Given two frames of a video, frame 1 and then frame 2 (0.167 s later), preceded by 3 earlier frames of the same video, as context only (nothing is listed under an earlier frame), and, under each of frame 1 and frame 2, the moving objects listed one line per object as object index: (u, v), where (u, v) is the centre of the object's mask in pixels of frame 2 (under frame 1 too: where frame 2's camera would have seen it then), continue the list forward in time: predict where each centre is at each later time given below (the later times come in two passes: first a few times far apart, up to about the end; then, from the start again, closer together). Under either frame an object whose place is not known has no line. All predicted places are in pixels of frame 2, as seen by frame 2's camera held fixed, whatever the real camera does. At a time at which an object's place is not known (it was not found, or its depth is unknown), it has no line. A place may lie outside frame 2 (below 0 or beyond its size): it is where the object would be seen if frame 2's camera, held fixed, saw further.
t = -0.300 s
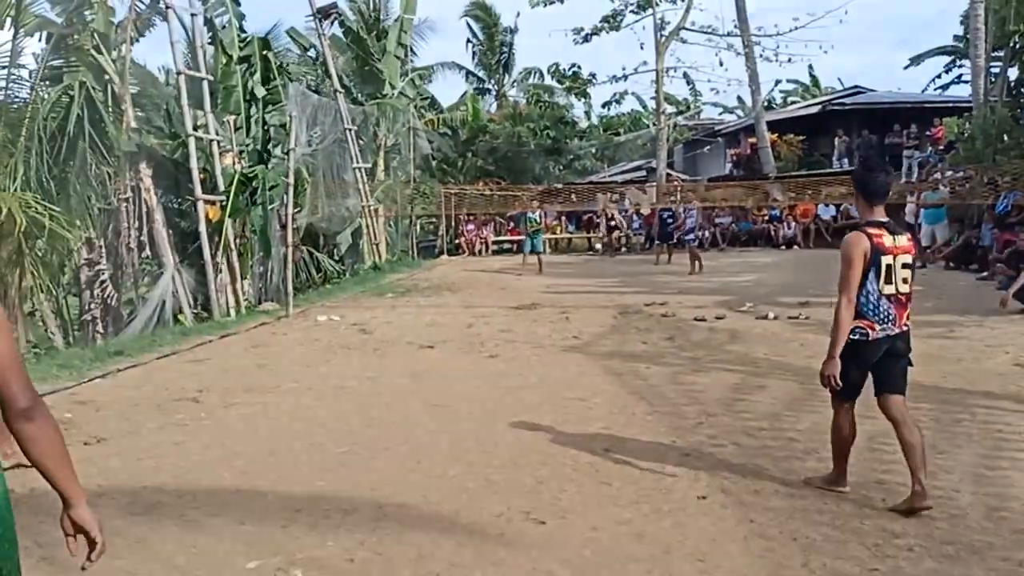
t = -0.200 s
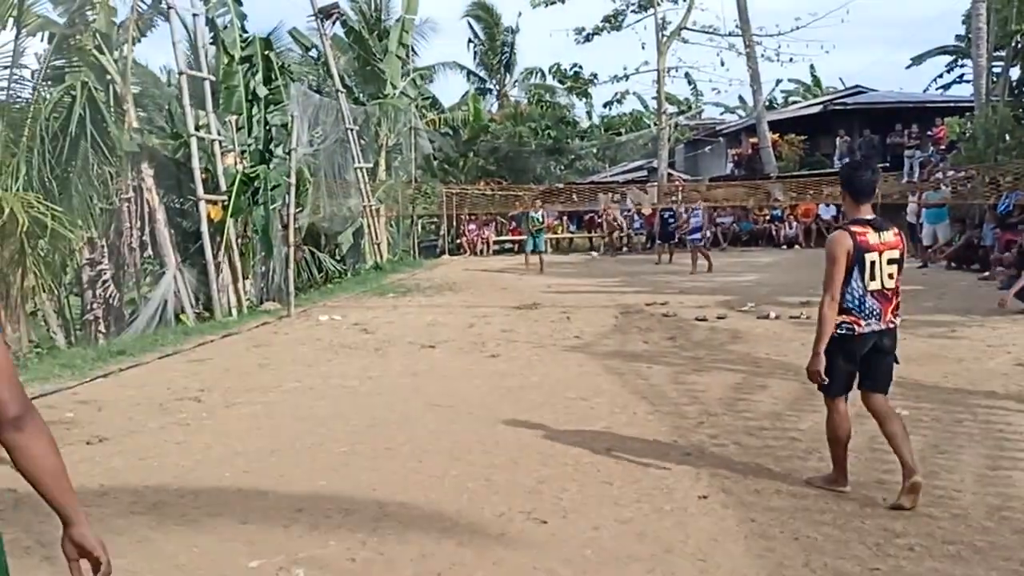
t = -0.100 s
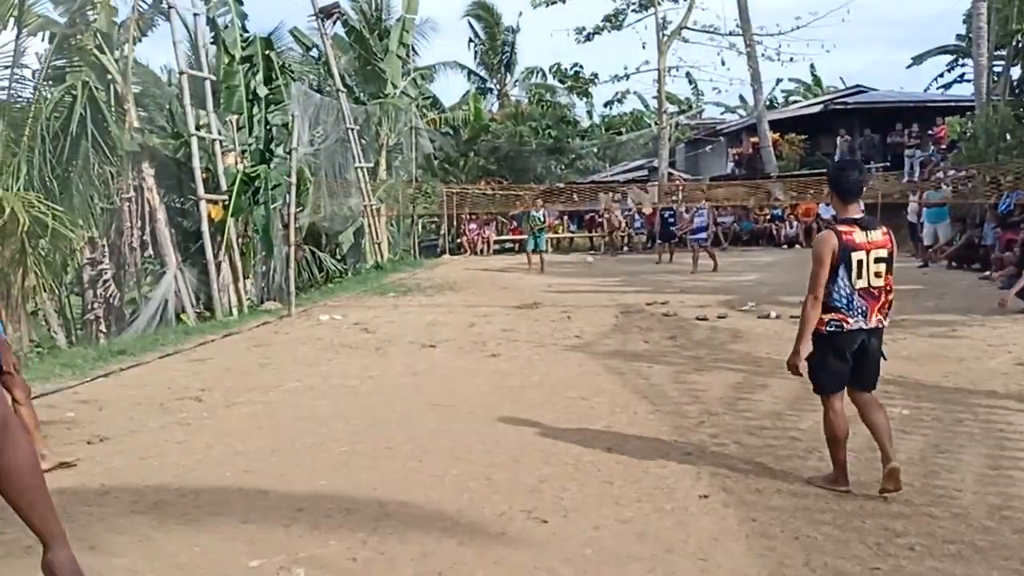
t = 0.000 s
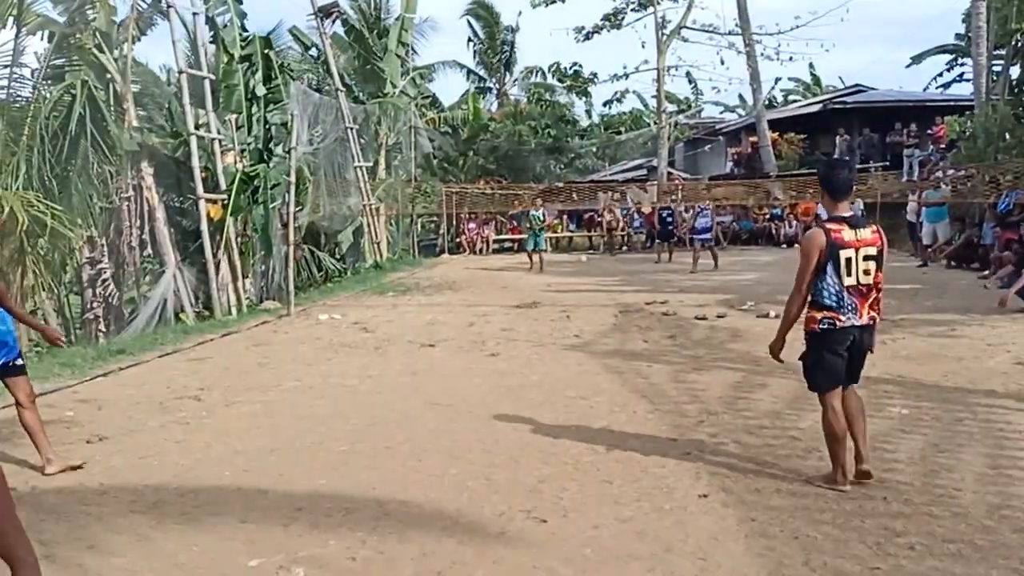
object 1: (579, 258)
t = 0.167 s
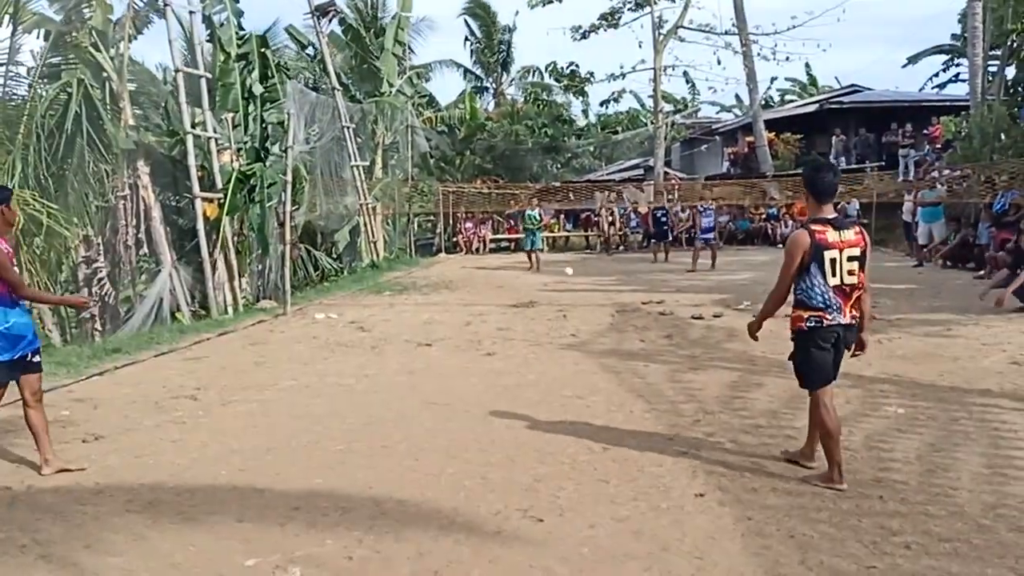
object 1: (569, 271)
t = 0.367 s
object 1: (555, 277)
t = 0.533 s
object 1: (544, 292)
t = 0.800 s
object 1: (521, 306)
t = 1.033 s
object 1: (495, 321)
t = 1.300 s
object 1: (453, 358)
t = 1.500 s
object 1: (405, 365)
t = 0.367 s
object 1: (555, 277)
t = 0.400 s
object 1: (553, 278)
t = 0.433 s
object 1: (551, 281)
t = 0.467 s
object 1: (548, 283)
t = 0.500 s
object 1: (546, 287)
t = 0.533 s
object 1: (544, 292)
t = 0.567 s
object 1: (541, 295)
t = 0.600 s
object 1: (538, 296)
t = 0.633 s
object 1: (535, 298)
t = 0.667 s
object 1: (533, 300)
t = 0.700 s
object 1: (530, 303)
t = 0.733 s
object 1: (527, 306)
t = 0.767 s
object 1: (524, 306)
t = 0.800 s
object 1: (521, 306)
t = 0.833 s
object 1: (518, 308)
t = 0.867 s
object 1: (514, 310)
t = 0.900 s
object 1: (511, 313)
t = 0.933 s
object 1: (507, 319)
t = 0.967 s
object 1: (503, 324)
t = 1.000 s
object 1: (500, 322)
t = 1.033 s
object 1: (495, 321)
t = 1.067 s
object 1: (490, 322)
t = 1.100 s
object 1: (486, 323)
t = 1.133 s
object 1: (480, 326)
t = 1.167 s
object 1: (475, 330)
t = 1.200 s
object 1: (470, 336)
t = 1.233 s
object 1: (465, 342)
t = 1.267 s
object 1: (459, 352)
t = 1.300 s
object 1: (453, 358)
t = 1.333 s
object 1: (446, 355)
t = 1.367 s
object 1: (438, 354)
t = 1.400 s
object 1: (431, 355)
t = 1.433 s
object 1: (423, 356)
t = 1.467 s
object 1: (414, 361)
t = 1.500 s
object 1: (405, 365)
